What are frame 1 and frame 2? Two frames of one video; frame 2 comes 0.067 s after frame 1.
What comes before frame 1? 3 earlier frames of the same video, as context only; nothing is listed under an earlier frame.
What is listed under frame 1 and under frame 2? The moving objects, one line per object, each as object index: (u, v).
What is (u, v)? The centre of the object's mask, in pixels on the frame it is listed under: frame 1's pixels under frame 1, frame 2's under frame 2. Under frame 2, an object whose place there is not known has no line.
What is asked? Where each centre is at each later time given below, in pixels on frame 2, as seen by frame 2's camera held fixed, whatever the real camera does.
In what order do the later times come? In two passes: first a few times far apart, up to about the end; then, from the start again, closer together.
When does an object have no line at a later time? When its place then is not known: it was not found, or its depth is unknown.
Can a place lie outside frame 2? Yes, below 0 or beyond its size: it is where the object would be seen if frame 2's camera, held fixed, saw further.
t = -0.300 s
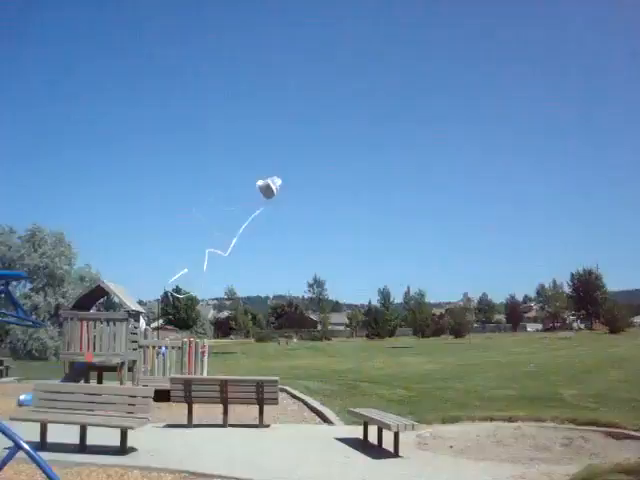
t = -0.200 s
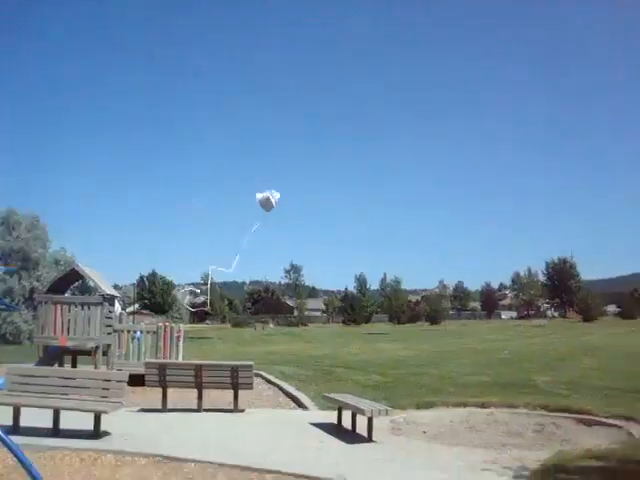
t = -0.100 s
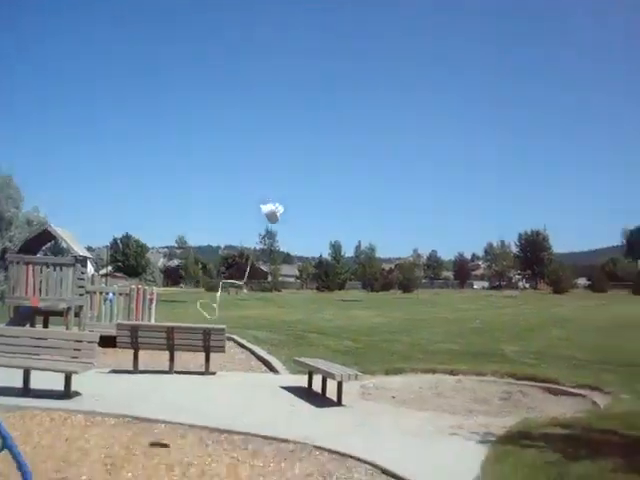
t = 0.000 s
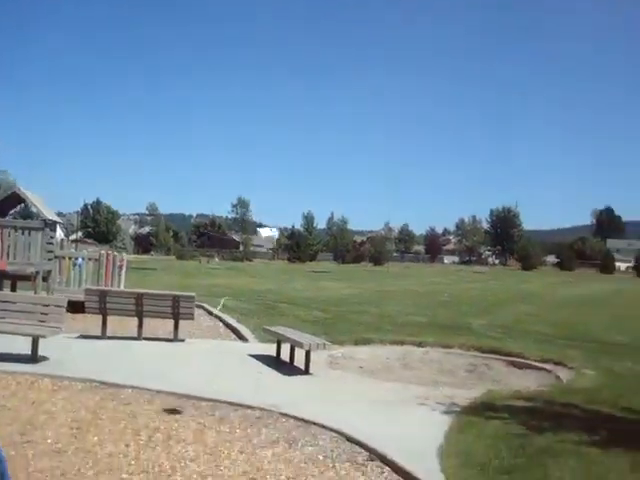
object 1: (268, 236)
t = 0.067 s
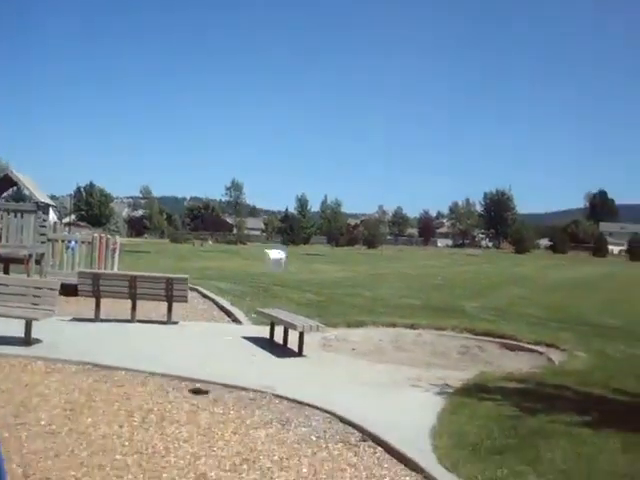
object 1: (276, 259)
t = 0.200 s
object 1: (298, 343)
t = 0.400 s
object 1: (328, 345)
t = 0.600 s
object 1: (354, 337)
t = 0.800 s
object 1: (373, 354)
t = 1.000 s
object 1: (390, 341)
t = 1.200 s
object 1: (407, 359)
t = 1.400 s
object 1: (413, 356)
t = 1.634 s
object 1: (415, 358)
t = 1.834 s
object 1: (416, 358)
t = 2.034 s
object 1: (416, 359)
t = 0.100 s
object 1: (281, 279)
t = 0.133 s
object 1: (287, 300)
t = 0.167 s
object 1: (293, 321)
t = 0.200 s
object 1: (298, 343)
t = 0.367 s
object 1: (323, 353)
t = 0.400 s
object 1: (328, 345)
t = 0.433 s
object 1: (329, 343)
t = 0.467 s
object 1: (336, 340)
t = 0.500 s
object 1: (342, 337)
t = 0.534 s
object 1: (347, 335)
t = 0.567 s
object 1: (351, 336)
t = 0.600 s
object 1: (354, 337)
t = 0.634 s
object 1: (358, 340)
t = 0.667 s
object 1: (360, 343)
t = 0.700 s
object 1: (361, 347)
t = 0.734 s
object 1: (364, 351)
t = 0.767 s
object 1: (368, 357)
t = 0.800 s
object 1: (373, 354)
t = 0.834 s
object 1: (374, 348)
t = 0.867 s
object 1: (378, 345)
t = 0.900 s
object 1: (381, 342)
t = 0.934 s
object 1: (387, 343)
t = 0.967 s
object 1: (388, 342)
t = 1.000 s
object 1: (390, 341)
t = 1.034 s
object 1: (393, 343)
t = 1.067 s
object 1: (398, 345)
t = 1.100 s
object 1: (401, 348)
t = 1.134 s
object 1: (401, 351)
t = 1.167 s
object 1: (406, 356)
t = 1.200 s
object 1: (407, 359)
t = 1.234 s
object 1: (408, 359)
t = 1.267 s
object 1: (410, 358)
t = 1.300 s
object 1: (411, 358)
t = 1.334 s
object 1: (412, 358)
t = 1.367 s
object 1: (413, 358)
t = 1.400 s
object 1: (413, 356)
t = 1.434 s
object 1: (415, 356)
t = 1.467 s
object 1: (415, 357)
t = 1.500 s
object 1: (416, 358)
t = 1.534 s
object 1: (416, 358)
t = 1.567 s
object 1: (416, 358)
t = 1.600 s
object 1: (416, 358)
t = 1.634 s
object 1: (415, 358)
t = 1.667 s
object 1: (416, 359)
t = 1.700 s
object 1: (415, 359)
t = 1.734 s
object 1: (415, 358)
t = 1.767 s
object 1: (416, 358)
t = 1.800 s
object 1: (415, 358)
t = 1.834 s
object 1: (416, 358)
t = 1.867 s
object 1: (416, 358)
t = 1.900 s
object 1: (415, 359)
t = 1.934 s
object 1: (415, 359)
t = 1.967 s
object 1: (416, 358)
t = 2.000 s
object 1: (416, 359)
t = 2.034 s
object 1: (416, 359)
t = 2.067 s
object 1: (415, 359)
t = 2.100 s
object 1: (415, 359)
